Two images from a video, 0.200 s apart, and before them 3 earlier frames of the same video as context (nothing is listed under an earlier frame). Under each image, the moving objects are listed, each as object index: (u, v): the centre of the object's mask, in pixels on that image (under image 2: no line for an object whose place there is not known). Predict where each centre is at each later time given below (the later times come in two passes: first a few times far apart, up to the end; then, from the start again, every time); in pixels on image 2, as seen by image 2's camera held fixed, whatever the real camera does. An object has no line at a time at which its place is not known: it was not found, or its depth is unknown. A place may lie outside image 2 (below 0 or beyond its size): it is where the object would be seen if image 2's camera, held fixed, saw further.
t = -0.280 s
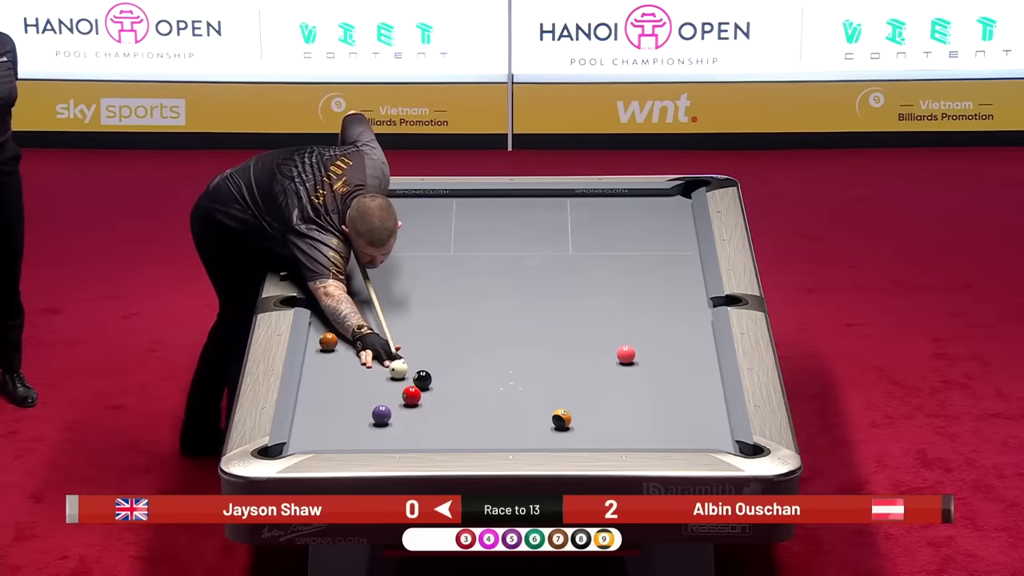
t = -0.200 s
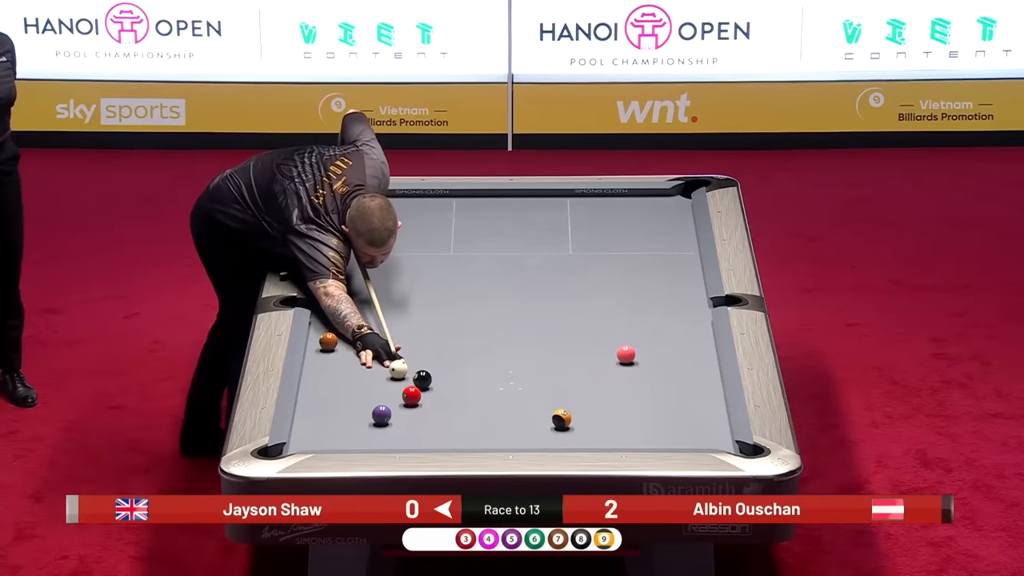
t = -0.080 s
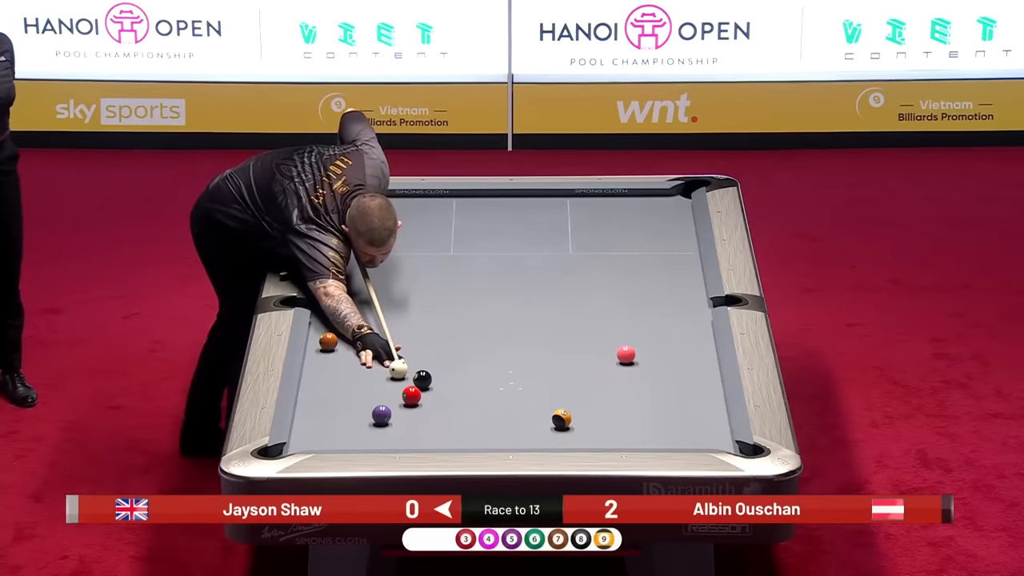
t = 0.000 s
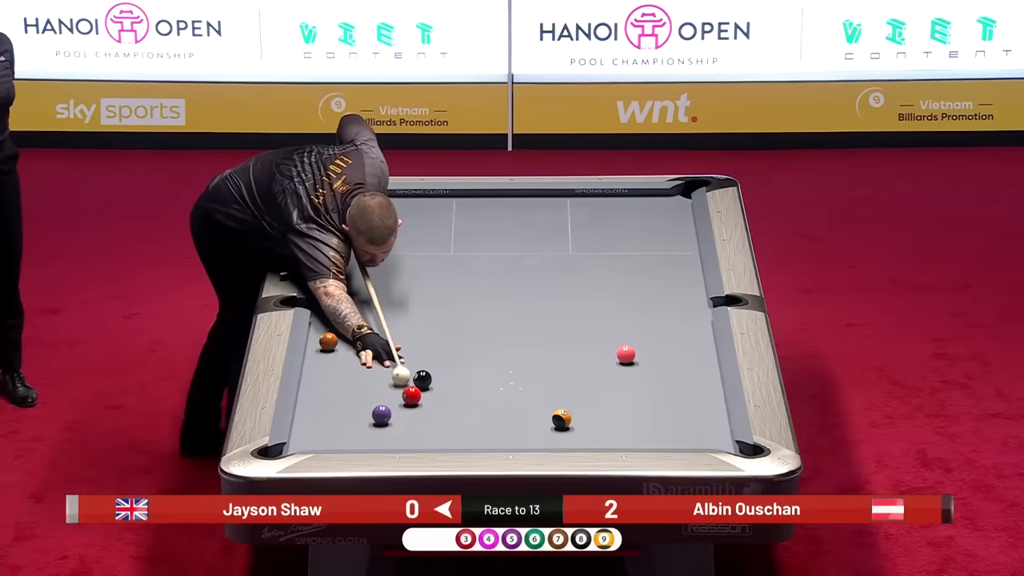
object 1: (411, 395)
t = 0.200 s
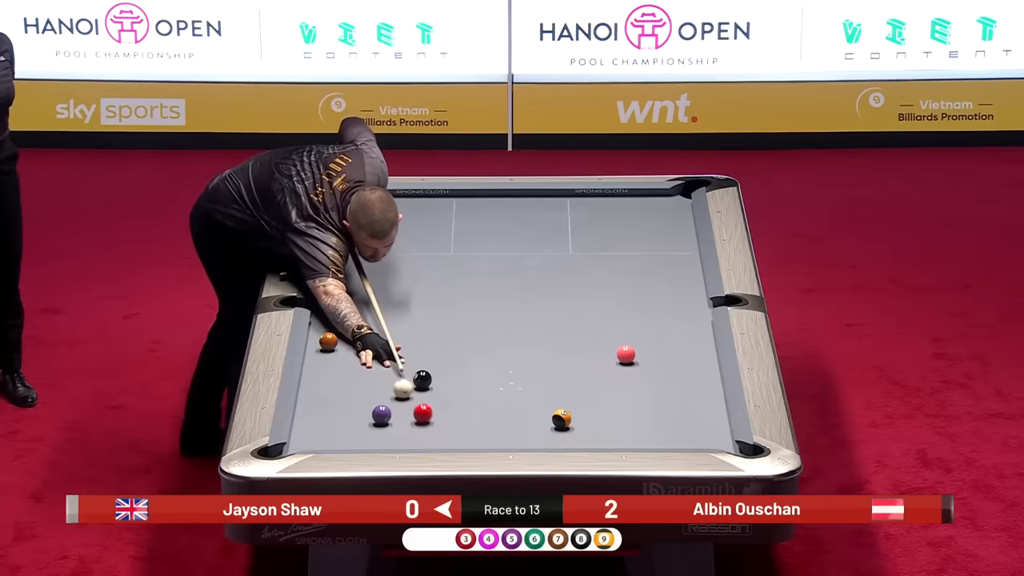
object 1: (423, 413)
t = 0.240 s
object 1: (426, 418)
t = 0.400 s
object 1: (438, 437)
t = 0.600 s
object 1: (450, 439)
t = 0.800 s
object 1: (457, 427)
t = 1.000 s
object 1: (465, 416)
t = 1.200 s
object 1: (472, 406)
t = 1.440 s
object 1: (480, 394)
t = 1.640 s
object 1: (486, 385)
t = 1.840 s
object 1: (492, 377)
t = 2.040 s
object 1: (497, 368)
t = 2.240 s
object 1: (503, 361)
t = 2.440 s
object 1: (508, 353)
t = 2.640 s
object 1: (512, 347)
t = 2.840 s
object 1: (517, 340)
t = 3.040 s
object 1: (521, 334)
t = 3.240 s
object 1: (524, 328)
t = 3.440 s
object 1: (528, 323)
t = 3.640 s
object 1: (531, 318)
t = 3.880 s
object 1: (534, 313)
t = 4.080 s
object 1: (538, 309)
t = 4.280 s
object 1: (540, 305)
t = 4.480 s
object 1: (543, 302)
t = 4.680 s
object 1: (545, 299)
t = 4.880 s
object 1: (547, 296)
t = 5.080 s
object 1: (548, 294)
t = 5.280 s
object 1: (550, 292)
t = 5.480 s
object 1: (551, 290)
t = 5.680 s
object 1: (552, 289)
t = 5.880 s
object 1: (553, 288)
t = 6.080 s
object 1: (553, 287)
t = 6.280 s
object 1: (554, 286)
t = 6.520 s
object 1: (555, 286)
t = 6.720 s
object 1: (554, 286)
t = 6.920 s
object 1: (554, 286)
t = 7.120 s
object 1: (554, 286)
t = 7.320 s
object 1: (554, 286)
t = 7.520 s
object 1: (554, 286)
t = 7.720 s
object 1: (554, 286)
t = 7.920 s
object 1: (554, 286)
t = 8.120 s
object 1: (554, 286)
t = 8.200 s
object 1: (554, 286)
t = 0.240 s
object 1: (426, 418)
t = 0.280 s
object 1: (429, 423)
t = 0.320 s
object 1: (432, 428)
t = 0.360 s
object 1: (435, 432)
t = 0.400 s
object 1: (438, 437)
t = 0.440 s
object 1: (441, 441)
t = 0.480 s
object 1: (445, 443)
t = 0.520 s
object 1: (447, 443)
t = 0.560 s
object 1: (448, 441)
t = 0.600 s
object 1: (450, 439)
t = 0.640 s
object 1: (451, 436)
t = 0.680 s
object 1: (453, 434)
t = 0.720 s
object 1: (454, 432)
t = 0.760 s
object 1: (456, 430)
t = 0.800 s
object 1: (457, 427)
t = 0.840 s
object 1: (459, 425)
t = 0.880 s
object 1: (460, 423)
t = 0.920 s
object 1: (462, 420)
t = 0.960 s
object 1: (463, 419)
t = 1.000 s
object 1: (465, 416)
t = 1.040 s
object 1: (466, 414)
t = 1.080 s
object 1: (468, 412)
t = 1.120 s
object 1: (469, 410)
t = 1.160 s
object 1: (470, 408)
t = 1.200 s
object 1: (472, 406)
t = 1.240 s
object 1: (473, 404)
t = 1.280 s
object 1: (474, 402)
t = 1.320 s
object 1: (476, 400)
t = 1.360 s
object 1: (477, 398)
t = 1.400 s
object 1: (478, 396)
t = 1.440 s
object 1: (480, 394)
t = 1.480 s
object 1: (481, 392)
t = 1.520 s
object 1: (482, 391)
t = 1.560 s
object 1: (483, 388)
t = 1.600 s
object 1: (485, 387)
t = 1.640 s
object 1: (486, 385)
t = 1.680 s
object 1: (487, 383)
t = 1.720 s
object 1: (488, 382)
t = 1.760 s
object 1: (489, 380)
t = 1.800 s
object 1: (491, 378)
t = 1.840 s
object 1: (492, 377)
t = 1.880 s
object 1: (493, 375)
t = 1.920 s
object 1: (494, 373)
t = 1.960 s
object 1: (495, 372)
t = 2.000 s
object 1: (496, 370)
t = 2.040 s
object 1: (497, 368)
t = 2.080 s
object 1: (498, 367)
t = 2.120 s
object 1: (499, 365)
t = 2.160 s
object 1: (500, 364)
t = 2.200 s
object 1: (502, 362)
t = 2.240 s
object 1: (503, 361)
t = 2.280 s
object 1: (504, 359)
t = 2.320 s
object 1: (505, 358)
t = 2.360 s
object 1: (506, 356)
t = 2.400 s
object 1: (507, 355)
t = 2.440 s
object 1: (508, 353)
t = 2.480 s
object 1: (508, 352)
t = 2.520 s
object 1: (509, 351)
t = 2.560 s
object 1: (510, 349)
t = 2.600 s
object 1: (511, 348)
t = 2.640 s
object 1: (512, 347)
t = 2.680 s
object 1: (513, 345)
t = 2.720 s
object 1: (514, 344)
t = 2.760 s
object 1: (515, 343)
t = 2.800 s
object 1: (516, 341)
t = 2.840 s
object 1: (517, 340)
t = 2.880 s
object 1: (517, 339)
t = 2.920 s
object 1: (518, 338)
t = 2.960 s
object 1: (519, 336)
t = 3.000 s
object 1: (520, 335)
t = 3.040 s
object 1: (521, 334)
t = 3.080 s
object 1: (521, 333)
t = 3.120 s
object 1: (522, 332)
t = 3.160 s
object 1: (523, 331)
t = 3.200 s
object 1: (524, 329)
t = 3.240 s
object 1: (524, 328)
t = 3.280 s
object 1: (525, 327)
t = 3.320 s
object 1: (526, 326)
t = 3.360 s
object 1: (526, 325)
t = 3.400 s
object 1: (527, 324)
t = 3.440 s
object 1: (528, 323)
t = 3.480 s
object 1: (528, 322)
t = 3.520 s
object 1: (529, 321)
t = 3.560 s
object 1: (530, 320)
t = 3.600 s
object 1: (530, 319)
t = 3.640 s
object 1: (531, 318)
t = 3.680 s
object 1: (532, 317)
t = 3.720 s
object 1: (532, 316)
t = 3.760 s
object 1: (533, 316)
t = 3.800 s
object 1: (533, 315)
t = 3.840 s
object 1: (534, 314)
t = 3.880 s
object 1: (534, 313)
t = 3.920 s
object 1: (535, 312)
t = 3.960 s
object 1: (536, 311)
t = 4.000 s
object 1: (536, 310)
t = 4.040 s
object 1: (537, 310)
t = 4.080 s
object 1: (538, 309)
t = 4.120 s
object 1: (538, 308)
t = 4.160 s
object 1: (539, 307)
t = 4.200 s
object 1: (539, 306)
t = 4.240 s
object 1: (540, 306)
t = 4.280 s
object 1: (540, 305)
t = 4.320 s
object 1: (541, 304)
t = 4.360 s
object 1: (541, 304)
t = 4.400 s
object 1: (542, 303)
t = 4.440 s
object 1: (542, 302)
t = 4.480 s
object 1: (543, 302)
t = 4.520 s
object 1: (543, 301)
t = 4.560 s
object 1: (544, 301)
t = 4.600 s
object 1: (544, 300)
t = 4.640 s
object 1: (544, 299)
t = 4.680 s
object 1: (545, 299)
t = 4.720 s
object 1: (545, 298)
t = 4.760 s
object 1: (546, 298)
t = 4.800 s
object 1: (546, 297)
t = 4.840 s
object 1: (547, 297)
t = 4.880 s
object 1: (547, 296)
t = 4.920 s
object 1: (547, 296)
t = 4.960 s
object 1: (547, 295)
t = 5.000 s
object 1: (548, 295)
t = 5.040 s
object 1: (548, 294)
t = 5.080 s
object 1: (548, 294)
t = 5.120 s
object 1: (549, 293)
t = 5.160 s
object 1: (549, 293)
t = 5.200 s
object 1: (549, 292)
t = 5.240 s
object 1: (550, 292)
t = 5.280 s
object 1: (550, 292)
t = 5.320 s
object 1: (550, 291)
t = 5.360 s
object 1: (551, 291)
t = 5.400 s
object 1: (551, 291)
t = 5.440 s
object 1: (551, 290)
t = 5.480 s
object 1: (551, 290)
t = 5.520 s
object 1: (551, 290)
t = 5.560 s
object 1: (552, 290)
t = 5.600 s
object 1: (552, 289)
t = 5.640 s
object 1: (552, 289)
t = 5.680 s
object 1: (552, 289)
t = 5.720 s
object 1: (552, 288)
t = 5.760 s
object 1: (552, 288)
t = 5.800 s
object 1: (552, 288)
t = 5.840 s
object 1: (553, 288)
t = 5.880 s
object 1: (553, 288)
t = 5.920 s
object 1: (553, 287)
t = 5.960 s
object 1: (553, 287)
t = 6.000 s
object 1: (553, 287)
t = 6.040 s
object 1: (553, 287)
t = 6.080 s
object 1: (553, 287)
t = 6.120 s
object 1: (554, 287)
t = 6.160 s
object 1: (554, 287)
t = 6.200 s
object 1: (554, 287)
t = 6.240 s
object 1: (554, 287)
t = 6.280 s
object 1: (554, 286)
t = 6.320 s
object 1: (554, 286)
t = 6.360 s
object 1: (554, 286)
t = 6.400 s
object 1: (554, 286)
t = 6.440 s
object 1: (554, 286)
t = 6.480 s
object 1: (555, 286)
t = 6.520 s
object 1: (555, 286)
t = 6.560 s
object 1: (555, 286)
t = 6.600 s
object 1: (555, 286)
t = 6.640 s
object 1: (554, 286)
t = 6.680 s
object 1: (554, 286)
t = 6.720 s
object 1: (554, 286)
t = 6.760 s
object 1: (554, 286)
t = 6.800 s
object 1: (554, 286)
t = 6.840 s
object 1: (554, 286)
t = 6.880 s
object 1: (554, 286)
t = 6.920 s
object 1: (554, 286)
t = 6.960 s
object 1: (554, 286)
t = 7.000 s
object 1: (554, 286)
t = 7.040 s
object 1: (554, 286)
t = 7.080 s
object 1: (554, 286)
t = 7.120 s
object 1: (554, 286)
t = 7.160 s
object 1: (554, 286)
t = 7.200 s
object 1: (554, 286)
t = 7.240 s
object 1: (554, 286)
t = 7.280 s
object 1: (554, 286)
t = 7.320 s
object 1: (554, 286)
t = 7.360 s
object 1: (554, 286)
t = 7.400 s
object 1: (554, 286)
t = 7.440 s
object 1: (554, 286)
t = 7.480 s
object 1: (554, 286)
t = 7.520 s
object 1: (554, 286)
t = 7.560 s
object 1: (554, 286)
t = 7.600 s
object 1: (554, 286)
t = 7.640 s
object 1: (554, 286)
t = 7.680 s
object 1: (554, 286)
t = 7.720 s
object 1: (554, 286)
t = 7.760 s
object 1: (554, 286)
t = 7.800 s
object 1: (554, 286)
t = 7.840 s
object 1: (554, 286)
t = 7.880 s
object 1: (554, 286)
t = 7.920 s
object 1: (554, 286)
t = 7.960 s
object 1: (554, 286)
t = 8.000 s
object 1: (554, 286)
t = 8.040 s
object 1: (554, 286)
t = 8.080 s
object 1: (554, 286)
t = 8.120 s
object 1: (554, 286)
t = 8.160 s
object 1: (554, 286)
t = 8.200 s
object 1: (554, 286)
